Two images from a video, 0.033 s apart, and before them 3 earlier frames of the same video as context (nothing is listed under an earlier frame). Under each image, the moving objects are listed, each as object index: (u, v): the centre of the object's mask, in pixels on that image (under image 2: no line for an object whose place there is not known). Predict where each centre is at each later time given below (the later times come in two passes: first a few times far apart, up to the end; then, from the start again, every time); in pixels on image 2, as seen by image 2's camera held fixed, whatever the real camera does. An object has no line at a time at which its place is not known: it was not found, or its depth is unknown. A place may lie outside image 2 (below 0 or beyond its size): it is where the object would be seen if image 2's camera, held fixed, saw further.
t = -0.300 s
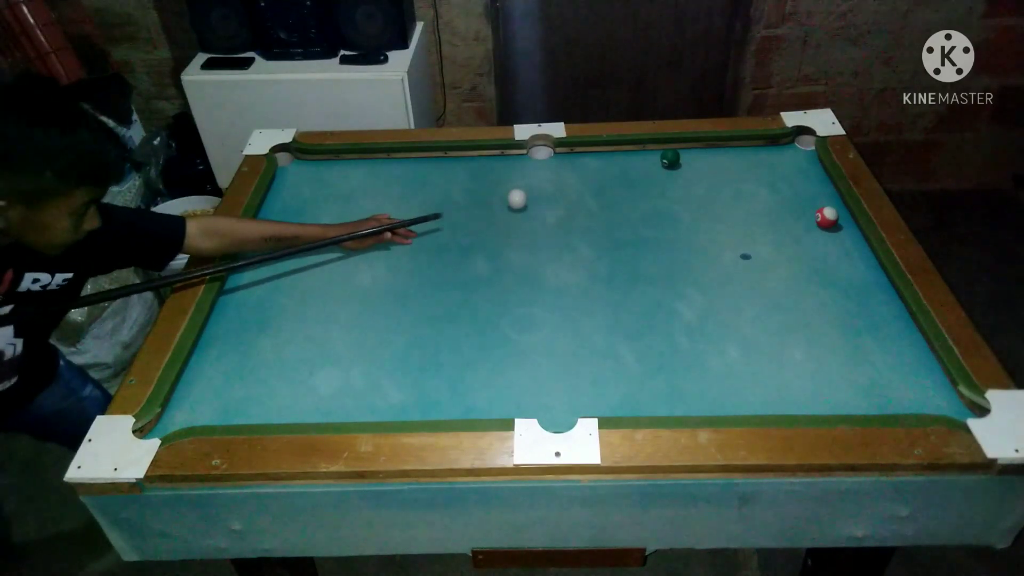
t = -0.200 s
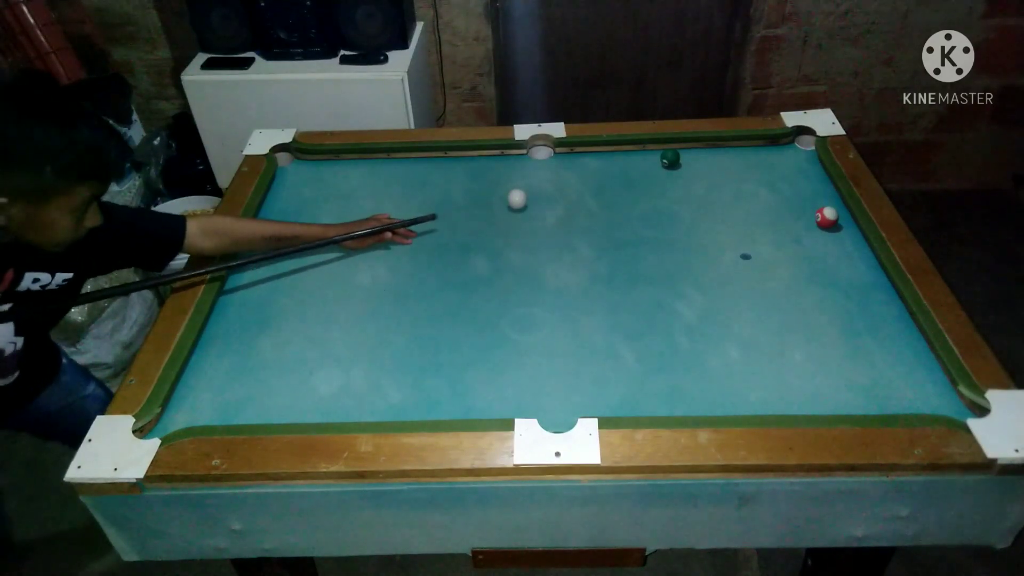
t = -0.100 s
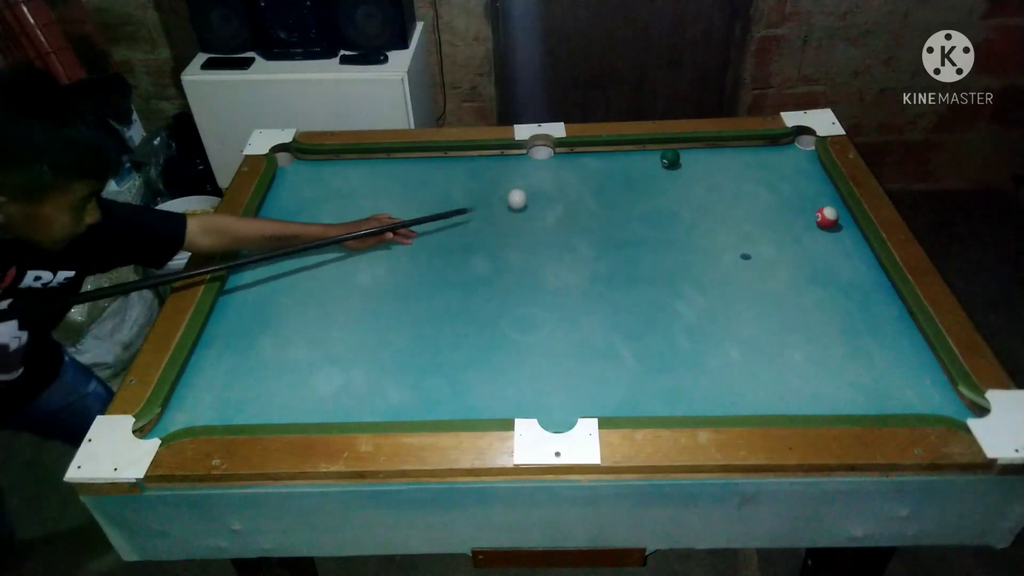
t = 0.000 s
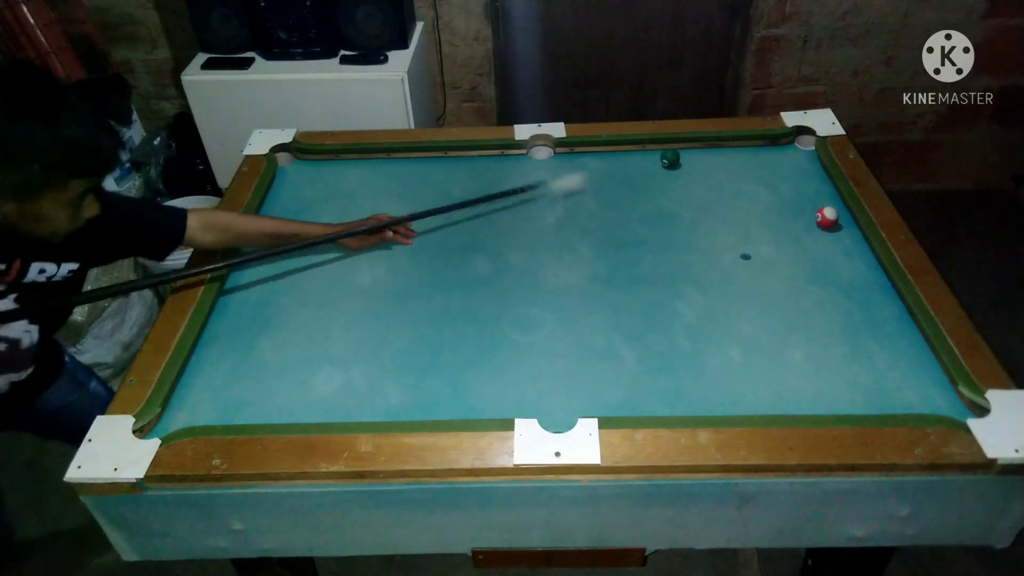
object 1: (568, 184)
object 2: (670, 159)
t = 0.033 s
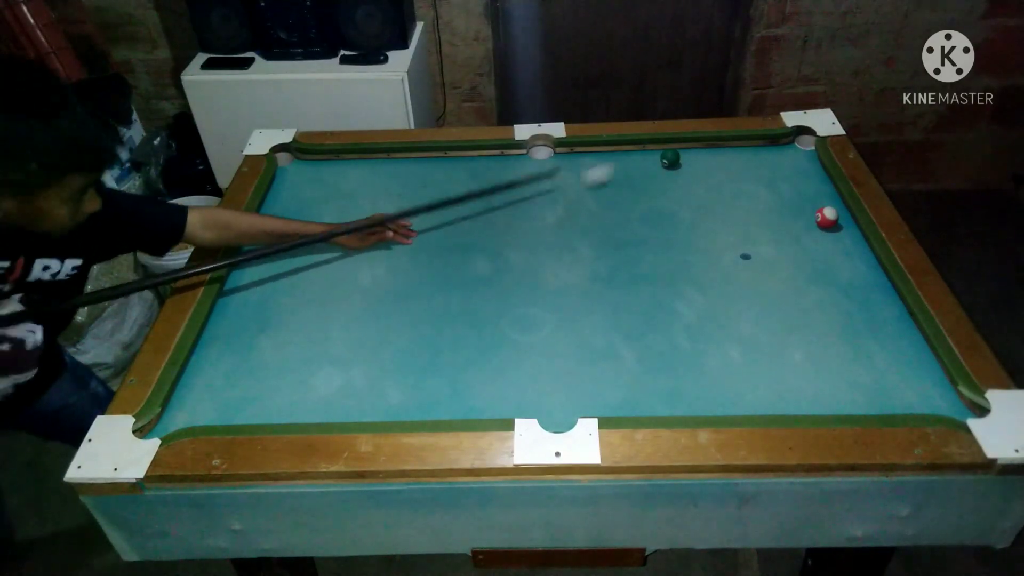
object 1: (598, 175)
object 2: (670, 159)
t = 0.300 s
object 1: (666, 155)
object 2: (777, 145)
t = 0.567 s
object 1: (692, 175)
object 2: (791, 158)
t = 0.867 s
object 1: (723, 195)
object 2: (787, 190)
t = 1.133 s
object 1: (749, 210)
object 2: (785, 217)
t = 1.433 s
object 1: (776, 225)
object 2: (784, 245)
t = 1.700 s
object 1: (797, 236)
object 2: (785, 271)
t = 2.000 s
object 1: (816, 246)
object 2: (789, 296)
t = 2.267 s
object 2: (794, 316)
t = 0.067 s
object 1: (624, 168)
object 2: (670, 159)
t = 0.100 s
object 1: (648, 161)
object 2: (671, 159)
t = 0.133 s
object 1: (651, 156)
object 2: (692, 156)
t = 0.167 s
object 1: (652, 153)
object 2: (715, 154)
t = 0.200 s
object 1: (656, 149)
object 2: (730, 152)
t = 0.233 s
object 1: (659, 149)
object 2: (746, 149)
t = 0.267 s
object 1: (662, 152)
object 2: (762, 147)
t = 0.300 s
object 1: (666, 155)
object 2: (777, 145)
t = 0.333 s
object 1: (669, 157)
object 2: (792, 145)
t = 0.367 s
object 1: (672, 160)
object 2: (803, 144)
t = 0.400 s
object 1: (675, 162)
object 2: (795, 143)
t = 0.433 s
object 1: (679, 165)
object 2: (794, 145)
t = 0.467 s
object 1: (682, 167)
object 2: (793, 148)
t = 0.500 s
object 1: (686, 170)
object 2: (792, 150)
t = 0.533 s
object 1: (689, 172)
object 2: (792, 155)
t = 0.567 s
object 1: (692, 175)
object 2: (791, 158)
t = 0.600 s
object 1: (696, 177)
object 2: (791, 162)
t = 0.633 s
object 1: (699, 179)
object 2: (790, 165)
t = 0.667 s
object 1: (702, 182)
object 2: (790, 169)
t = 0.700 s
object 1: (706, 184)
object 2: (789, 172)
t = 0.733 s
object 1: (709, 186)
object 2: (789, 176)
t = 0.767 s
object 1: (712, 188)
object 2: (789, 179)
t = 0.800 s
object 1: (716, 190)
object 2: (788, 183)
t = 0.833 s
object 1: (719, 193)
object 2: (788, 187)
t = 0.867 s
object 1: (723, 195)
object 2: (787, 190)
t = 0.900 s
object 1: (726, 197)
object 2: (787, 193)
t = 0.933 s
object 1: (729, 199)
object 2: (787, 197)
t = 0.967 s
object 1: (732, 201)
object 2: (786, 200)
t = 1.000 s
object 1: (736, 203)
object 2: (786, 204)
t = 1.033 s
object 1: (739, 205)
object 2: (786, 207)
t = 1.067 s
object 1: (742, 207)
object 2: (785, 211)
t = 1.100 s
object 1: (746, 209)
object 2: (785, 214)
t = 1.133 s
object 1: (749, 210)
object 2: (785, 217)
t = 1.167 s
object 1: (752, 212)
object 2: (785, 221)
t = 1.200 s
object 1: (755, 214)
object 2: (785, 224)
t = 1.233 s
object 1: (758, 215)
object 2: (784, 227)
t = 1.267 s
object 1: (761, 217)
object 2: (784, 230)
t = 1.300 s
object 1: (764, 219)
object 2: (784, 234)
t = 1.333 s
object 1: (767, 220)
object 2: (784, 237)
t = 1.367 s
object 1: (770, 222)
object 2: (784, 240)
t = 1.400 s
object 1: (773, 223)
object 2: (784, 242)
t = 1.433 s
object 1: (776, 225)
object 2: (784, 245)
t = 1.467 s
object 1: (779, 226)
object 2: (784, 248)
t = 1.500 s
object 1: (781, 228)
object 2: (783, 253)
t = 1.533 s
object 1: (784, 229)
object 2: (783, 256)
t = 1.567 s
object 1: (787, 231)
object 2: (784, 259)
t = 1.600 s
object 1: (790, 232)
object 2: (784, 262)
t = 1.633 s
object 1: (792, 234)
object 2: (784, 265)
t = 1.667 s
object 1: (795, 235)
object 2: (784, 268)
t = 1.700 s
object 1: (797, 236)
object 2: (785, 271)
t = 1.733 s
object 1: (799, 237)
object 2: (785, 274)
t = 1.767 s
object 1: (801, 238)
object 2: (785, 277)
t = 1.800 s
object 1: (803, 239)
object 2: (786, 280)
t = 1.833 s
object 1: (806, 240)
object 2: (787, 283)
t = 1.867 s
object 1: (808, 242)
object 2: (787, 286)
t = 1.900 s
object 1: (810, 242)
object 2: (787, 288)
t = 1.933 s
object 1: (812, 244)
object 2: (788, 291)
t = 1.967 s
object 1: (814, 245)
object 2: (788, 294)
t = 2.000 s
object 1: (816, 246)
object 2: (789, 296)
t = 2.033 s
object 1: (818, 247)
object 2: (789, 299)
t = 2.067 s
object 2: (790, 301)
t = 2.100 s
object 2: (791, 304)
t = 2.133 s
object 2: (791, 307)
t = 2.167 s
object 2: (792, 309)
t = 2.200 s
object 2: (792, 312)
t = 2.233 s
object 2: (793, 313)
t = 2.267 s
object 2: (794, 316)
